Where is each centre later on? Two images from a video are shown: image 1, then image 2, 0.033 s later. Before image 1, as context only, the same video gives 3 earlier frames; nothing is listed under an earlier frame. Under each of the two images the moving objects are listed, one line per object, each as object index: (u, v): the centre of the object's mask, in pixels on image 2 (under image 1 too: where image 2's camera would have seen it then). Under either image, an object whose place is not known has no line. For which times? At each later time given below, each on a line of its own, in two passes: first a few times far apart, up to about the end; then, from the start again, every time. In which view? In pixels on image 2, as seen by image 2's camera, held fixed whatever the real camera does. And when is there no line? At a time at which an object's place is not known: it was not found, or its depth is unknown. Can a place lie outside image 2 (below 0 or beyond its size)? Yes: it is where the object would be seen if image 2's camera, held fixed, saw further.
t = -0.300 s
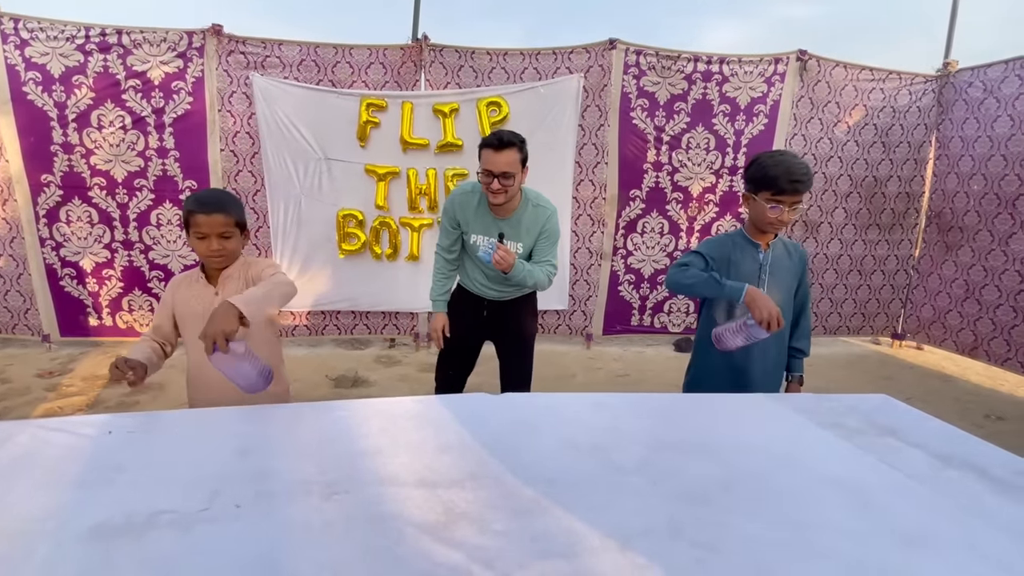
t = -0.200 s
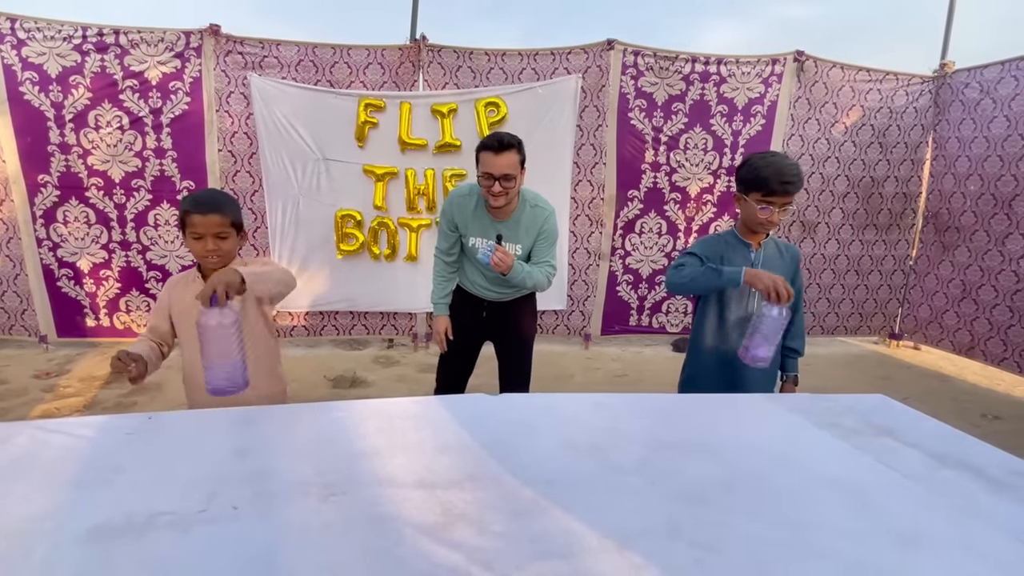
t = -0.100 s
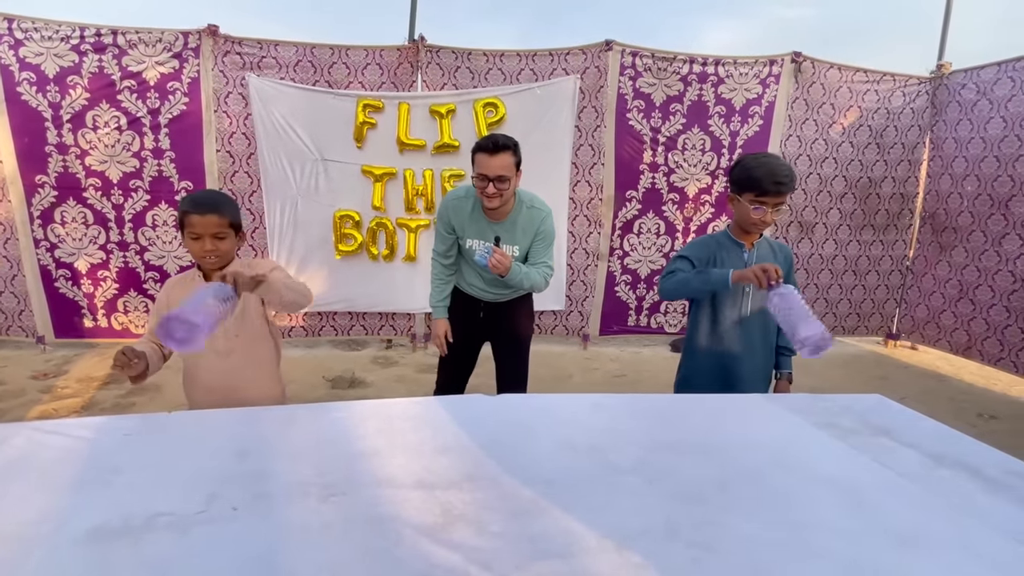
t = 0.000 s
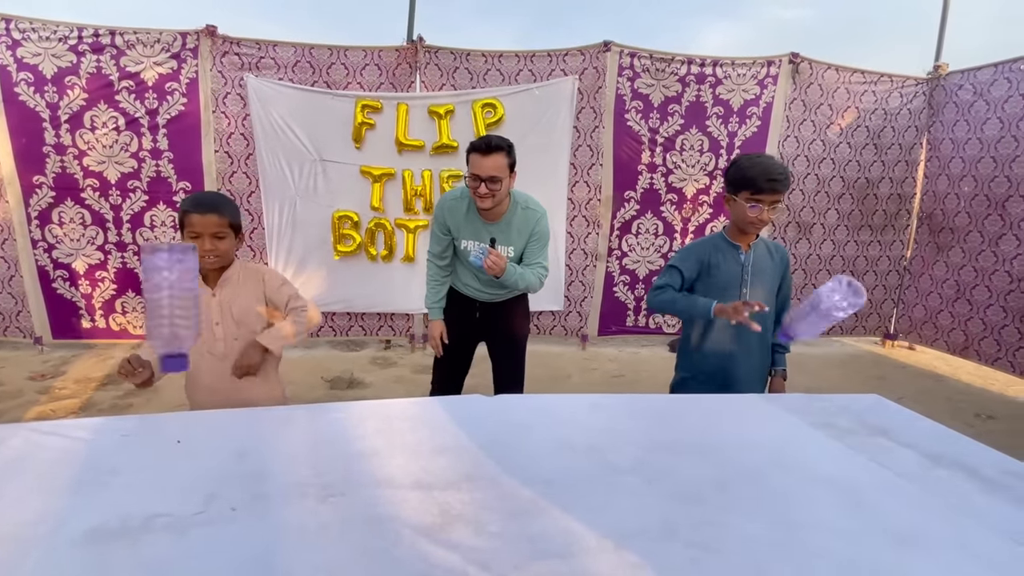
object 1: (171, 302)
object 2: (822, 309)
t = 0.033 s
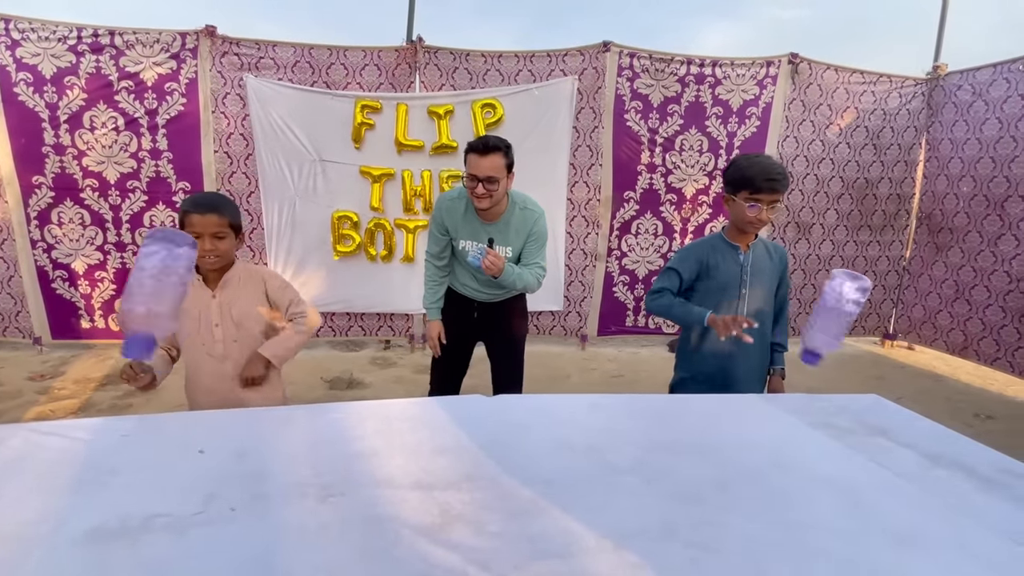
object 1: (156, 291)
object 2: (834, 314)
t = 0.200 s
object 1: (144, 287)
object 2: (902, 349)
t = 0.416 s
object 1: (129, 515)
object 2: (873, 442)
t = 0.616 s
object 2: (839, 438)
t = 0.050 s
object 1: (148, 283)
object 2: (840, 318)
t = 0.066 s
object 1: (142, 273)
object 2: (849, 321)
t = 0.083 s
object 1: (138, 264)
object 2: (857, 323)
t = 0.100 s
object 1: (136, 257)
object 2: (866, 326)
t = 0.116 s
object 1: (136, 252)
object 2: (874, 328)
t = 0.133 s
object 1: (137, 251)
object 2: (881, 331)
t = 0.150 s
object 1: (138, 254)
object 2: (889, 335)
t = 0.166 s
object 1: (141, 262)
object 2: (895, 339)
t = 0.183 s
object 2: (900, 344)
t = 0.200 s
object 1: (144, 287)
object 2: (902, 349)
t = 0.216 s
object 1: (145, 304)
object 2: (903, 358)
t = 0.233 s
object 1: (146, 324)
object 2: (903, 367)
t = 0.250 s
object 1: (145, 344)
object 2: (902, 378)
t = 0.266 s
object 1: (144, 365)
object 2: (899, 392)
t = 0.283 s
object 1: (143, 389)
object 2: (897, 407)
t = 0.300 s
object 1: (142, 413)
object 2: (894, 425)
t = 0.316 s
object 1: (142, 438)
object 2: (890, 446)
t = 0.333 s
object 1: (141, 465)
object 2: (885, 453)
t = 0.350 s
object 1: (145, 495)
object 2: (880, 449)
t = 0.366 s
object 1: (140, 510)
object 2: (878, 446)
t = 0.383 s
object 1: (136, 510)
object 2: (877, 445)
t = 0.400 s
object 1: (132, 514)
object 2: (875, 444)
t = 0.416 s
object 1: (129, 515)
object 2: (873, 442)
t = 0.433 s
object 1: (126, 517)
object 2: (870, 442)
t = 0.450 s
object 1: (124, 519)
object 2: (867, 440)
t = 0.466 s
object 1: (123, 522)
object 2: (864, 438)
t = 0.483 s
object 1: (120, 522)
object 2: (862, 437)
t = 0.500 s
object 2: (859, 436)
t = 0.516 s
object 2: (856, 436)
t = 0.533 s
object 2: (854, 435)
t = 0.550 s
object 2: (851, 435)
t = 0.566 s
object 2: (848, 435)
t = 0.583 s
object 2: (846, 436)
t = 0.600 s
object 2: (842, 437)
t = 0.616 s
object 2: (839, 438)
